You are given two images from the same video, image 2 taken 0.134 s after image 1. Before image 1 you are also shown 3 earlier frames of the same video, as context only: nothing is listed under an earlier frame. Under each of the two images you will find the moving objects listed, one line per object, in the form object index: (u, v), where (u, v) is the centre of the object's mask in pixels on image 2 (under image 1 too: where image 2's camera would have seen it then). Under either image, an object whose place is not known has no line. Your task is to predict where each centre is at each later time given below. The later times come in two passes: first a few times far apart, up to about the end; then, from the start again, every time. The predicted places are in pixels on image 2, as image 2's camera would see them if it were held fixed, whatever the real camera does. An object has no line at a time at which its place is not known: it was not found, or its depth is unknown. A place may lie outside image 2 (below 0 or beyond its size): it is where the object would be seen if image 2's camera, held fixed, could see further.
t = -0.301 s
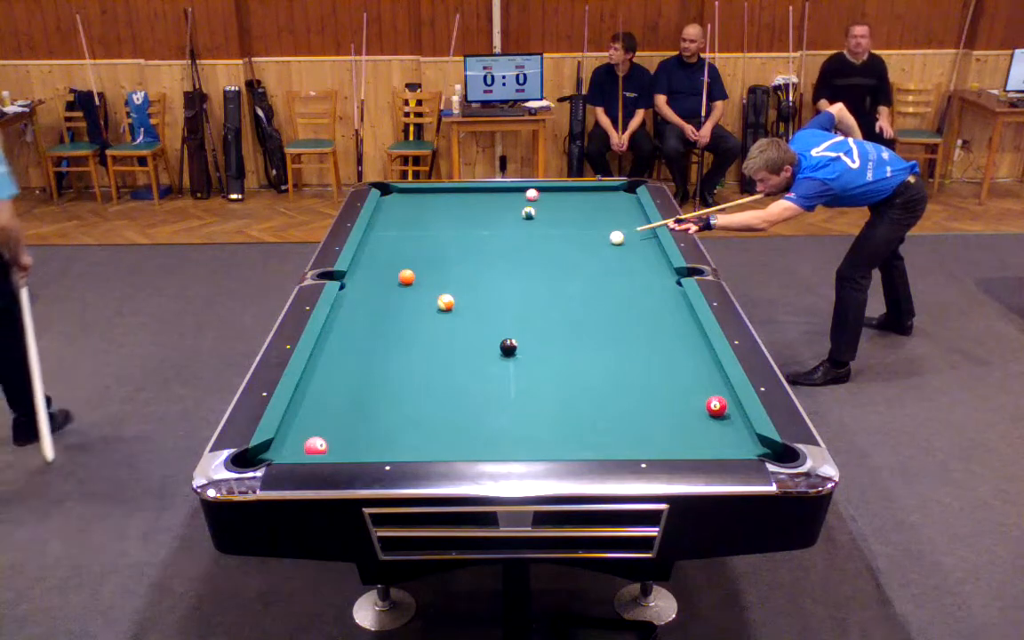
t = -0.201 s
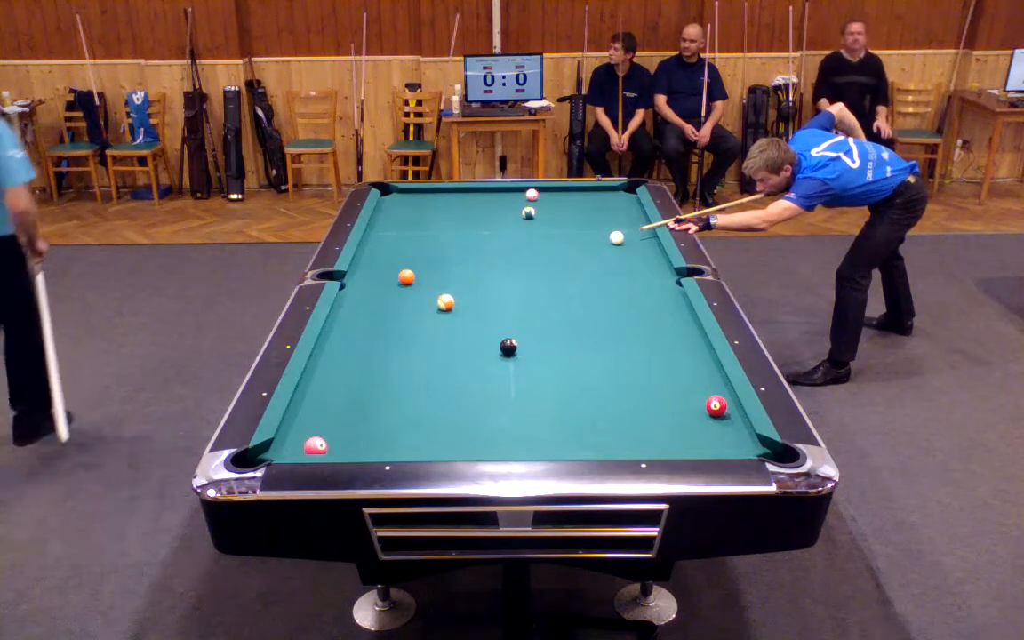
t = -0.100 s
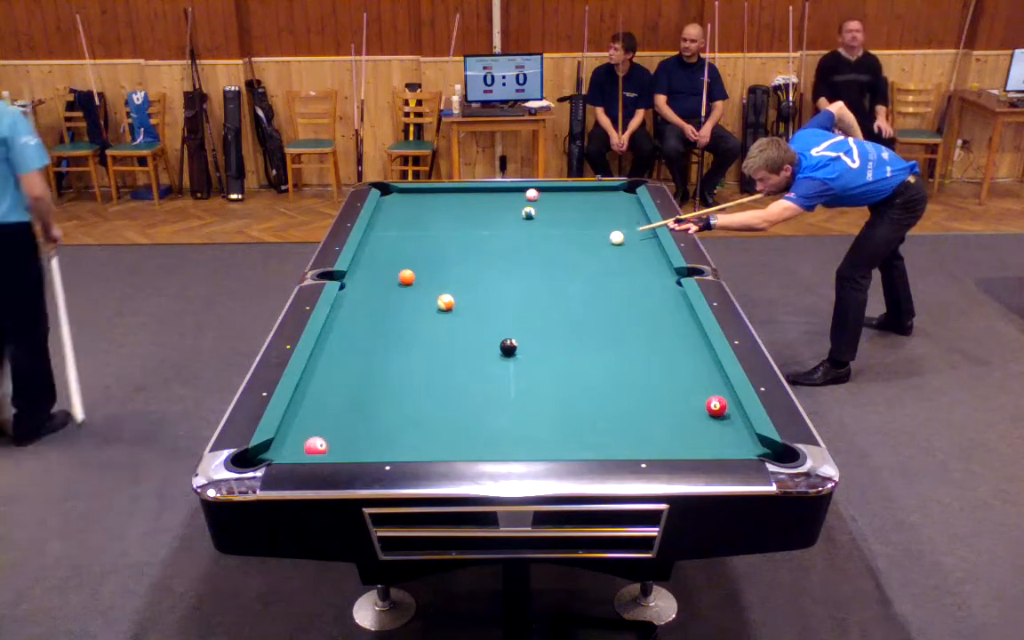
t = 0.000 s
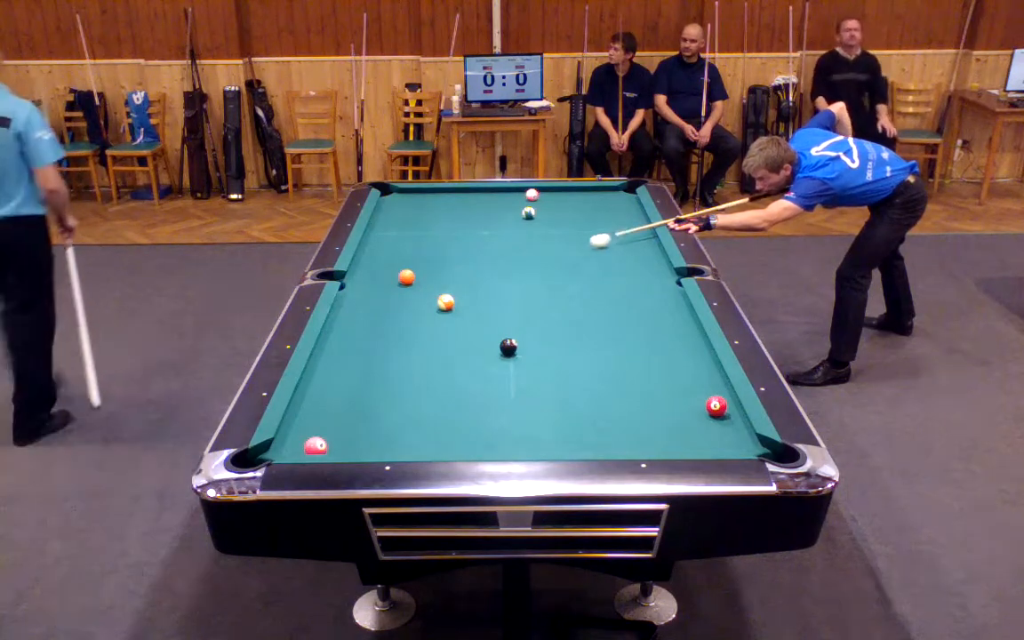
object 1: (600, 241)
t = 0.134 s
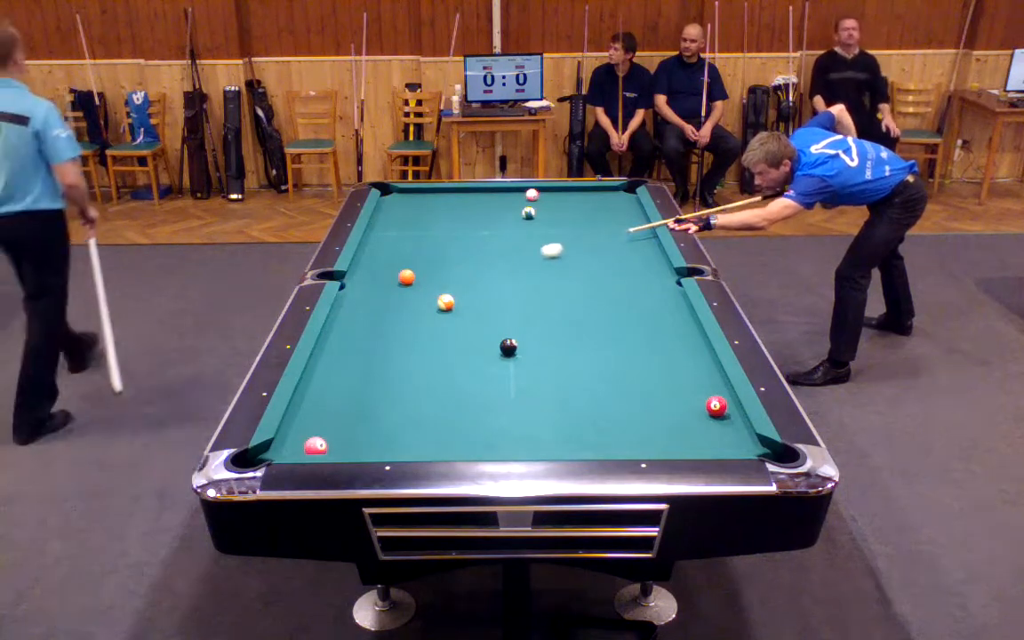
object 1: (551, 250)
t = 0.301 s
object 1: (487, 263)
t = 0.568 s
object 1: (416, 285)
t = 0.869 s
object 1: (379, 310)
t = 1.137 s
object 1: (341, 334)
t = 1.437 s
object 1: (328, 359)
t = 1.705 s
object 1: (336, 380)
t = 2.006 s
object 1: (345, 404)
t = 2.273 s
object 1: (354, 427)
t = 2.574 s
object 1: (367, 447)
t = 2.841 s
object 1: (388, 434)
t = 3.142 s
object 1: (408, 419)
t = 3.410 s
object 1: (424, 407)
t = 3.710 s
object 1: (440, 395)
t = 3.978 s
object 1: (453, 386)
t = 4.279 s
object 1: (466, 377)
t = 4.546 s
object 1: (475, 370)
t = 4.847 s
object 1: (485, 363)
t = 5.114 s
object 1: (492, 358)
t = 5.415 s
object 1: (498, 354)
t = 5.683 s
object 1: (498, 353)
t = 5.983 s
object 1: (498, 353)
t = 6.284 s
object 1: (498, 353)
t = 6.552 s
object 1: (498, 353)
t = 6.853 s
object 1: (498, 353)
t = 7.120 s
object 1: (499, 353)
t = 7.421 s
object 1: (498, 353)
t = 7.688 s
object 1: (498, 353)
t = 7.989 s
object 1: (498, 353)
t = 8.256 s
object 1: (498, 353)
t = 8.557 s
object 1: (498, 353)
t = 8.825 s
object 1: (498, 353)
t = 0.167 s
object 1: (539, 253)
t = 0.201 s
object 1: (526, 255)
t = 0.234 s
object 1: (514, 258)
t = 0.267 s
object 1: (500, 260)
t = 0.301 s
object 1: (487, 263)
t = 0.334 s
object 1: (474, 266)
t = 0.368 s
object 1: (461, 269)
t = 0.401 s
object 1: (447, 271)
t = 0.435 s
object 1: (433, 274)
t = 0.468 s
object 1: (422, 277)
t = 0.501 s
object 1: (420, 280)
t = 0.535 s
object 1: (418, 282)
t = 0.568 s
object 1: (416, 285)
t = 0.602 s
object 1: (413, 287)
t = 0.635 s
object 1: (409, 290)
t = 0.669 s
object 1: (405, 293)
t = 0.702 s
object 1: (400, 295)
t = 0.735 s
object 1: (396, 298)
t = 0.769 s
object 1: (392, 301)
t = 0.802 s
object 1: (388, 304)
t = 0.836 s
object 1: (383, 306)
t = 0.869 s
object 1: (379, 310)
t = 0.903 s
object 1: (374, 312)
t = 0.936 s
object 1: (370, 315)
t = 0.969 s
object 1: (365, 318)
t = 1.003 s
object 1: (360, 321)
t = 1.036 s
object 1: (355, 324)
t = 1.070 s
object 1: (351, 327)
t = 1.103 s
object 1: (346, 330)
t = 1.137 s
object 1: (341, 334)
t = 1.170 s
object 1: (336, 337)
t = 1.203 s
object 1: (331, 340)
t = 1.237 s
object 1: (326, 343)
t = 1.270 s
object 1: (323, 346)
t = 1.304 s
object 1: (324, 349)
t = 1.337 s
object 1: (325, 351)
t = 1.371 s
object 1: (326, 354)
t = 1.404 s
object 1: (327, 356)
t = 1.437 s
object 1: (328, 359)
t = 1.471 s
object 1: (329, 361)
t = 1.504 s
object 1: (330, 364)
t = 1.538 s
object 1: (331, 367)
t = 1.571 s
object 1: (332, 369)
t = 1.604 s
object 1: (333, 372)
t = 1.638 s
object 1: (334, 374)
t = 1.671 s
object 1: (335, 377)
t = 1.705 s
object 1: (336, 380)
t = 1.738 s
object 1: (337, 382)
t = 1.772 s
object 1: (338, 385)
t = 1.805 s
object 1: (339, 388)
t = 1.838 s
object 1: (340, 390)
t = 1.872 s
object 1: (341, 393)
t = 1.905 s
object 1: (342, 396)
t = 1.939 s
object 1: (343, 399)
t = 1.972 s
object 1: (344, 402)
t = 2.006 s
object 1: (345, 404)
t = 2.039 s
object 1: (346, 407)
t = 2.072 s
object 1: (347, 410)
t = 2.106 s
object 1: (349, 413)
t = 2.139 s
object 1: (350, 416)
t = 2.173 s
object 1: (351, 418)
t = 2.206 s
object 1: (352, 421)
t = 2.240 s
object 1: (353, 424)
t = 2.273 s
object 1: (354, 427)
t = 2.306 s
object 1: (356, 430)
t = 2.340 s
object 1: (357, 433)
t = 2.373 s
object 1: (358, 436)
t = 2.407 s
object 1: (359, 439)
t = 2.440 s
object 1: (360, 441)
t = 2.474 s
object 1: (362, 443)
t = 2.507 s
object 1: (363, 445)
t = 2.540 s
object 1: (364, 447)
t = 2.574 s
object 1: (367, 447)
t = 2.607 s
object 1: (370, 446)
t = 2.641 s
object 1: (372, 444)
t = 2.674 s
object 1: (375, 442)
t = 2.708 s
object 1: (377, 441)
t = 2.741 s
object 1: (380, 439)
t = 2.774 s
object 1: (383, 438)
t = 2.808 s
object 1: (385, 436)
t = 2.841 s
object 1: (388, 434)
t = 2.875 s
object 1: (390, 432)
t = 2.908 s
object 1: (392, 431)
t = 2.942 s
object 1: (395, 429)
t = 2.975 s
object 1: (397, 427)
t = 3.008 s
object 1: (399, 425)
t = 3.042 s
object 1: (402, 424)
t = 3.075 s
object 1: (404, 422)
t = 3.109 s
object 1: (406, 420)
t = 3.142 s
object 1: (408, 419)
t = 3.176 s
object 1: (410, 417)
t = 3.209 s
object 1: (412, 416)
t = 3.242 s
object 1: (414, 414)
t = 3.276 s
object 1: (416, 413)
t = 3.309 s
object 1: (419, 411)
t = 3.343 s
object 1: (420, 410)
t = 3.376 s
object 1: (422, 408)
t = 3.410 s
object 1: (424, 407)
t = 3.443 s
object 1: (426, 406)
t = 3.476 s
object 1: (428, 404)
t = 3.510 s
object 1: (430, 403)
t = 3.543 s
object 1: (431, 401)
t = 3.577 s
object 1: (433, 400)
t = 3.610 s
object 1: (435, 399)
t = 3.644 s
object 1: (437, 398)
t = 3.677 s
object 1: (439, 396)
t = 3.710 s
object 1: (440, 395)
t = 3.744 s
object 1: (442, 394)
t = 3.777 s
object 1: (443, 393)
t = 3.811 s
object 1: (445, 392)
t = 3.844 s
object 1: (447, 390)
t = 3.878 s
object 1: (448, 389)
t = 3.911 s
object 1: (450, 388)
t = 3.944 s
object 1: (452, 387)
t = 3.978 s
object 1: (453, 386)
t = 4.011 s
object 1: (455, 385)
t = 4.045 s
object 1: (456, 384)
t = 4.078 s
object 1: (458, 383)
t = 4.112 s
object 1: (459, 382)
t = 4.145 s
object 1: (460, 381)
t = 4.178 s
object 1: (462, 380)
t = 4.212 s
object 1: (463, 379)
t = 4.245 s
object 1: (465, 378)
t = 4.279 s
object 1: (466, 377)
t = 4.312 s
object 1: (467, 376)
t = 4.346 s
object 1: (468, 375)
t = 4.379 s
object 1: (469, 374)
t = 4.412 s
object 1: (471, 373)
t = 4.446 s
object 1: (472, 372)
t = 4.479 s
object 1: (473, 371)
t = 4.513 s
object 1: (474, 371)
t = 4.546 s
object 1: (475, 370)
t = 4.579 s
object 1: (477, 369)
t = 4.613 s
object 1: (478, 368)
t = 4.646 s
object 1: (479, 368)
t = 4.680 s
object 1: (480, 367)
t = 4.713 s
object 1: (481, 366)
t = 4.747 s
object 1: (482, 365)
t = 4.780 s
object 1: (483, 364)
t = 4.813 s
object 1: (484, 364)
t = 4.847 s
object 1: (485, 363)
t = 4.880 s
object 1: (486, 362)
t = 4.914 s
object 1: (487, 362)
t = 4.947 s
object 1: (488, 361)
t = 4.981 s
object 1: (489, 361)
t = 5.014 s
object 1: (489, 360)
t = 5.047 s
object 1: (490, 359)
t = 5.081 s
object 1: (491, 359)
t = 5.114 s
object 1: (492, 358)
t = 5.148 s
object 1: (492, 358)
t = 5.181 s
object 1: (493, 357)
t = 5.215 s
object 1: (494, 357)
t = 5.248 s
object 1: (495, 356)
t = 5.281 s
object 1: (495, 355)
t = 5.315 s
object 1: (496, 355)
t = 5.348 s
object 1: (497, 354)
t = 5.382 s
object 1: (497, 354)
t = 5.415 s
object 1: (498, 354)
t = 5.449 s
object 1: (498, 353)
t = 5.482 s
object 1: (498, 353)
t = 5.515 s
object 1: (498, 353)
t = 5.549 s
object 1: (498, 353)
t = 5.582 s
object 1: (498, 353)
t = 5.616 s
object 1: (498, 353)
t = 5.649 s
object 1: (498, 353)
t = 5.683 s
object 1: (498, 353)
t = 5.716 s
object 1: (498, 353)
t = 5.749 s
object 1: (498, 353)
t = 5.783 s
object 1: (498, 353)
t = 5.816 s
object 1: (498, 353)
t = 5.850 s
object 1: (498, 353)
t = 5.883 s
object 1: (498, 353)
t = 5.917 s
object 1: (498, 353)
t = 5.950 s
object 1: (498, 353)
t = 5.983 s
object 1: (498, 353)
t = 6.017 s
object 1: (498, 353)
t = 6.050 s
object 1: (498, 353)
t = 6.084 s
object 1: (498, 353)
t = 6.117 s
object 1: (498, 353)
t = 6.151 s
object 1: (498, 353)
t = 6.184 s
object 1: (498, 353)
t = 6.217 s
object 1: (498, 353)
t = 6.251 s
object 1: (498, 353)
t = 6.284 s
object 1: (498, 353)
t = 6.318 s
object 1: (498, 353)
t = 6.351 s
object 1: (498, 353)
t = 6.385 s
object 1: (498, 353)
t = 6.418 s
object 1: (498, 353)
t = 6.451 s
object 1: (498, 353)
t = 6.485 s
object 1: (498, 353)
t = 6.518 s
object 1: (498, 353)
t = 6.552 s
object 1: (498, 353)
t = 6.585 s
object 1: (498, 353)
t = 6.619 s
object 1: (498, 353)
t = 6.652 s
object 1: (498, 353)
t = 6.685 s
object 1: (498, 353)
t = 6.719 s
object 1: (498, 353)
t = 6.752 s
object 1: (498, 353)
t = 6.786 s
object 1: (498, 353)
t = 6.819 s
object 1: (498, 353)
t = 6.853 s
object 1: (498, 353)
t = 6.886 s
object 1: (498, 353)
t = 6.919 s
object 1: (498, 353)
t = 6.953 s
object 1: (498, 353)
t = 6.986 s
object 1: (498, 353)
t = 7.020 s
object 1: (499, 353)
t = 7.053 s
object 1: (499, 353)
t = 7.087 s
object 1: (499, 353)
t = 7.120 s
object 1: (499, 353)
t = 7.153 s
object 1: (498, 353)
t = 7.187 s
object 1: (498, 353)
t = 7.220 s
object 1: (498, 353)
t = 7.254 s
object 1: (498, 353)
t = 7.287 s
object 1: (498, 353)
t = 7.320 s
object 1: (498, 353)
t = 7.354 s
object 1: (498, 353)
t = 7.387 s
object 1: (498, 353)
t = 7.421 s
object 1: (498, 353)
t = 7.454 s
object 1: (498, 353)
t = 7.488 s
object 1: (498, 353)
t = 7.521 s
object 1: (498, 353)
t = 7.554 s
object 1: (498, 353)
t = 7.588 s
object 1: (498, 353)
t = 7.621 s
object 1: (498, 353)
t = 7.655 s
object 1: (498, 353)
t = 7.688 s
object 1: (498, 353)
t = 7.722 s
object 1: (498, 353)
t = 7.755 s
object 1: (498, 353)
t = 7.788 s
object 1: (498, 353)
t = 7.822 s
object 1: (498, 353)
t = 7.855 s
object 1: (498, 353)
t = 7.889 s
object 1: (498, 353)
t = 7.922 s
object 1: (498, 353)
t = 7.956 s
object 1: (498, 353)
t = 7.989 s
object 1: (498, 353)
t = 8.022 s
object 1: (498, 353)
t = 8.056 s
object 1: (498, 353)
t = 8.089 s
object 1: (498, 353)
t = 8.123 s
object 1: (499, 353)
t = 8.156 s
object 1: (498, 353)
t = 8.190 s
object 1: (498, 353)
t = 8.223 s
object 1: (498, 353)
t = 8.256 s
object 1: (498, 353)
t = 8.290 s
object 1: (498, 353)
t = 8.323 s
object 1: (498, 353)
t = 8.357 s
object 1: (498, 353)
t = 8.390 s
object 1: (498, 353)
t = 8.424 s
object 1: (498, 353)
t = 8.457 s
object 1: (498, 353)
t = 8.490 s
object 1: (498, 353)
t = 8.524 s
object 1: (498, 353)
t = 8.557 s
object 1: (498, 353)
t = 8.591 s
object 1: (498, 353)
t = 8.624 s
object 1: (498, 353)
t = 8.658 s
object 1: (498, 353)
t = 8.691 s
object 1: (498, 353)
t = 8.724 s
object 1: (498, 353)
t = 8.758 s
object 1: (498, 353)
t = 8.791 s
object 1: (498, 353)
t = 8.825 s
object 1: (498, 353)
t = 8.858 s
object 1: (498, 353)
